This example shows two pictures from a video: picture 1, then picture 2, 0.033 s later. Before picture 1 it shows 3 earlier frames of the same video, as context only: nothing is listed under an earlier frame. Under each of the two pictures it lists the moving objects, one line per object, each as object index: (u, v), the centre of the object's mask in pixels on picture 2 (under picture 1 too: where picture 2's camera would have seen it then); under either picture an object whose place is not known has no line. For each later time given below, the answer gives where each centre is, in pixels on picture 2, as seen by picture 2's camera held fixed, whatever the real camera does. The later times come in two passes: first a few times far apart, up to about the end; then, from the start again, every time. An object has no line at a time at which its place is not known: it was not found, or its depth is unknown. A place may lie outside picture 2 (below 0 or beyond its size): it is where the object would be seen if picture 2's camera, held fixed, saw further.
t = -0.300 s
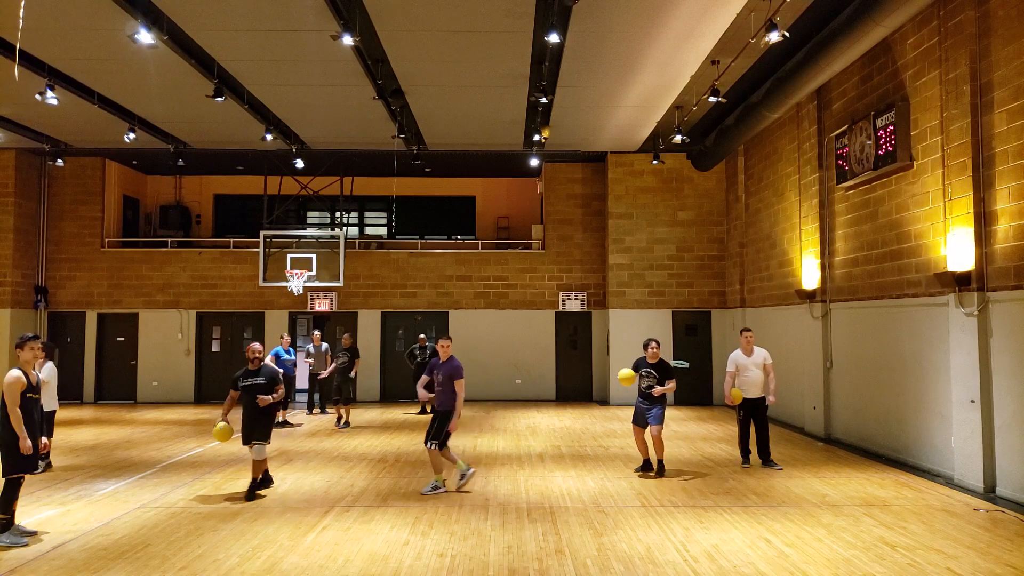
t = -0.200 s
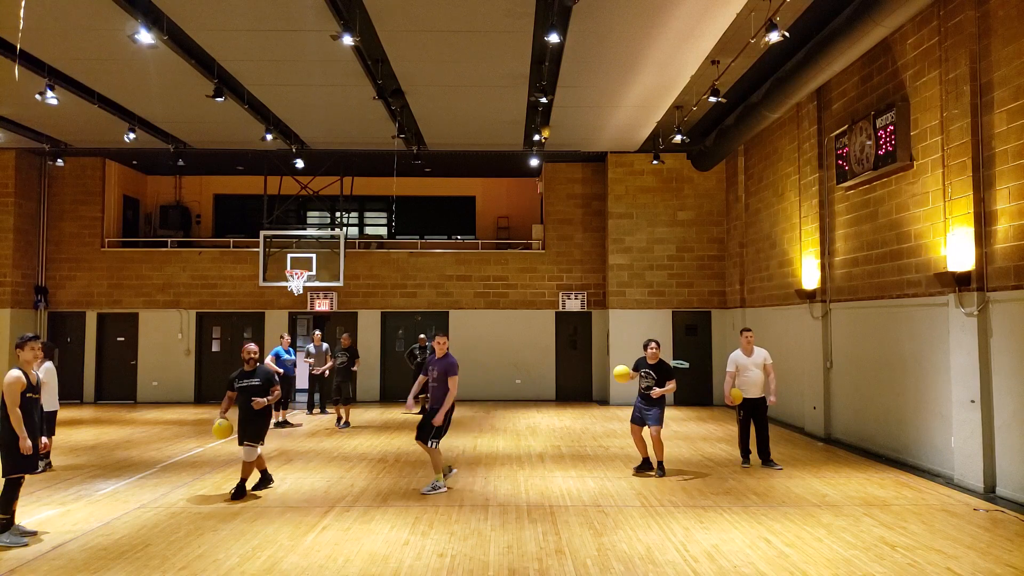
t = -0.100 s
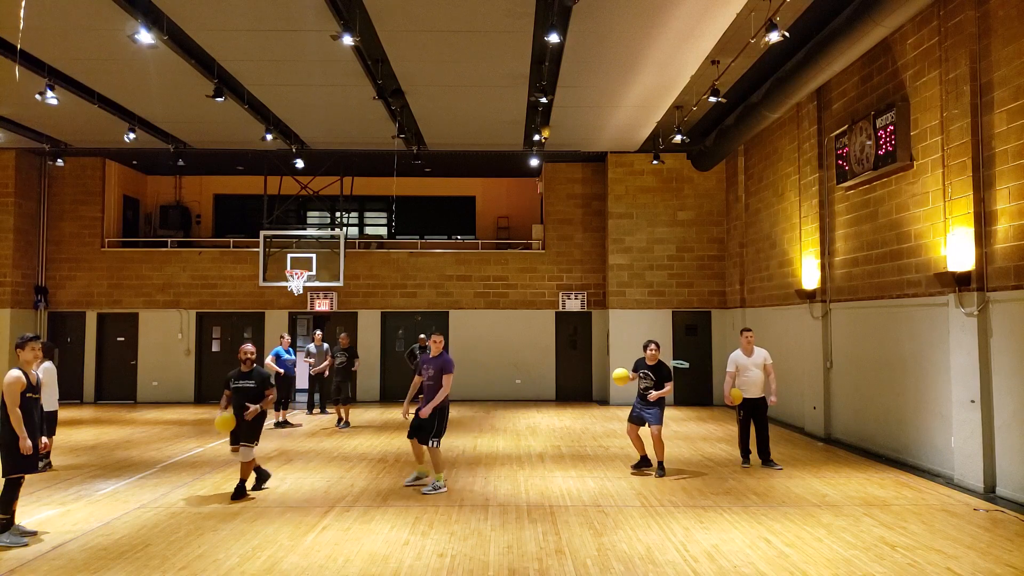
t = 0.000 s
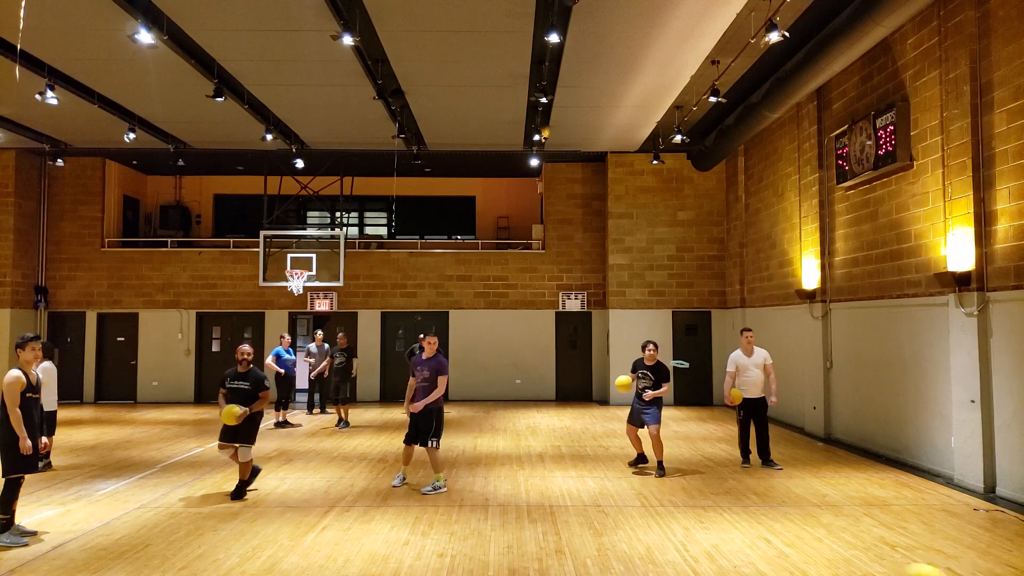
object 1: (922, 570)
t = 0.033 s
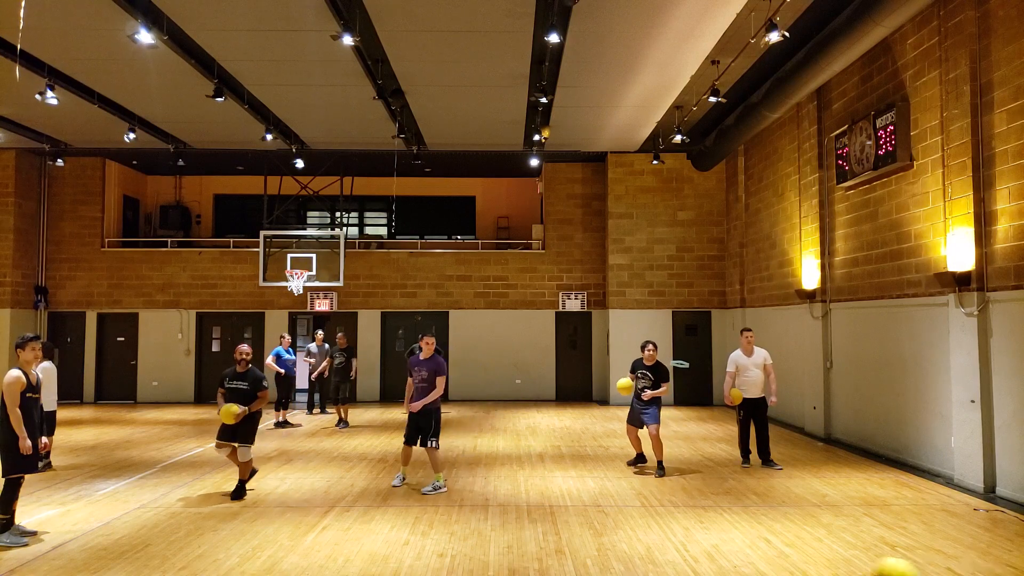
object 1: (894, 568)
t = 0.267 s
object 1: (734, 570)
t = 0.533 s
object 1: (609, 513)
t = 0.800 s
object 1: (520, 519)
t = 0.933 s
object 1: (484, 486)
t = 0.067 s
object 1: (867, 565)
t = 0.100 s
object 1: (844, 564)
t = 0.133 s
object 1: (818, 563)
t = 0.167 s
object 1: (794, 564)
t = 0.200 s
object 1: (774, 566)
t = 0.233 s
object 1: (752, 568)
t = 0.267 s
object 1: (734, 570)
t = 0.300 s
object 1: (713, 571)
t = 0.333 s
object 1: (696, 565)
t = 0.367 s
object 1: (681, 553)
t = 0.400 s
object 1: (665, 541)
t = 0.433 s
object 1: (650, 530)
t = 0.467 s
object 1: (635, 523)
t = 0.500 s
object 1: (622, 518)
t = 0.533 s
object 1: (609, 513)
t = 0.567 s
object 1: (596, 509)
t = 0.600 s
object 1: (584, 508)
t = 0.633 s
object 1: (573, 508)
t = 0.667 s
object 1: (561, 510)
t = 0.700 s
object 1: (550, 512)
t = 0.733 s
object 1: (540, 515)
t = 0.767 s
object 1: (529, 521)
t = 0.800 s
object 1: (520, 519)
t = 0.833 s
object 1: (511, 509)
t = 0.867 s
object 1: (502, 499)
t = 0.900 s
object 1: (493, 492)
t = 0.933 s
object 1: (484, 486)
